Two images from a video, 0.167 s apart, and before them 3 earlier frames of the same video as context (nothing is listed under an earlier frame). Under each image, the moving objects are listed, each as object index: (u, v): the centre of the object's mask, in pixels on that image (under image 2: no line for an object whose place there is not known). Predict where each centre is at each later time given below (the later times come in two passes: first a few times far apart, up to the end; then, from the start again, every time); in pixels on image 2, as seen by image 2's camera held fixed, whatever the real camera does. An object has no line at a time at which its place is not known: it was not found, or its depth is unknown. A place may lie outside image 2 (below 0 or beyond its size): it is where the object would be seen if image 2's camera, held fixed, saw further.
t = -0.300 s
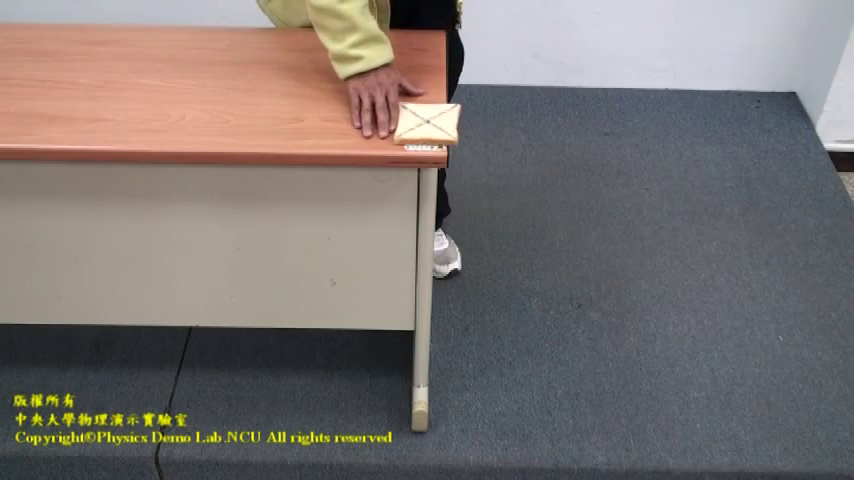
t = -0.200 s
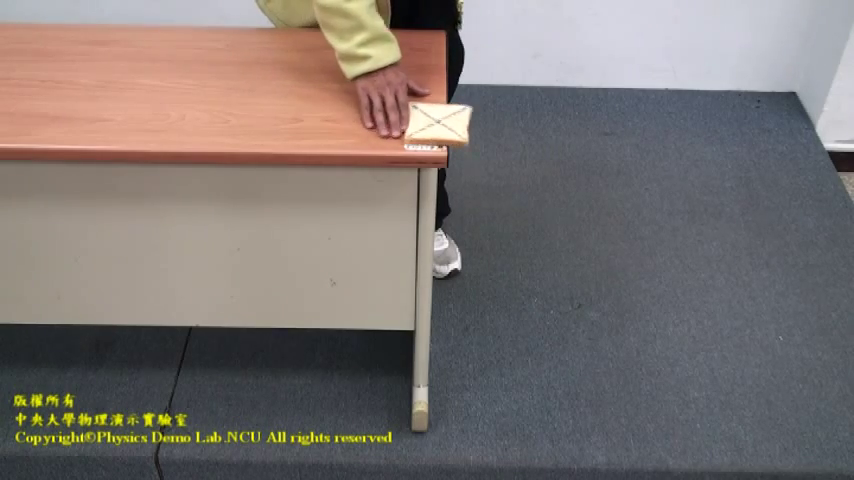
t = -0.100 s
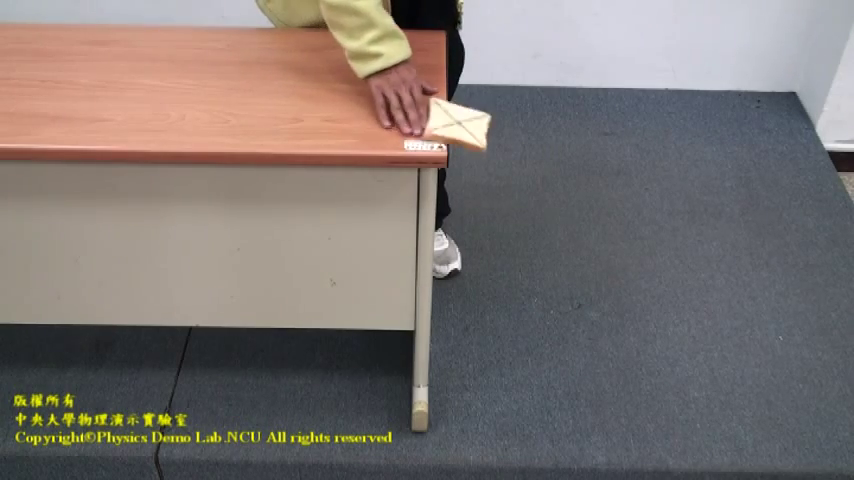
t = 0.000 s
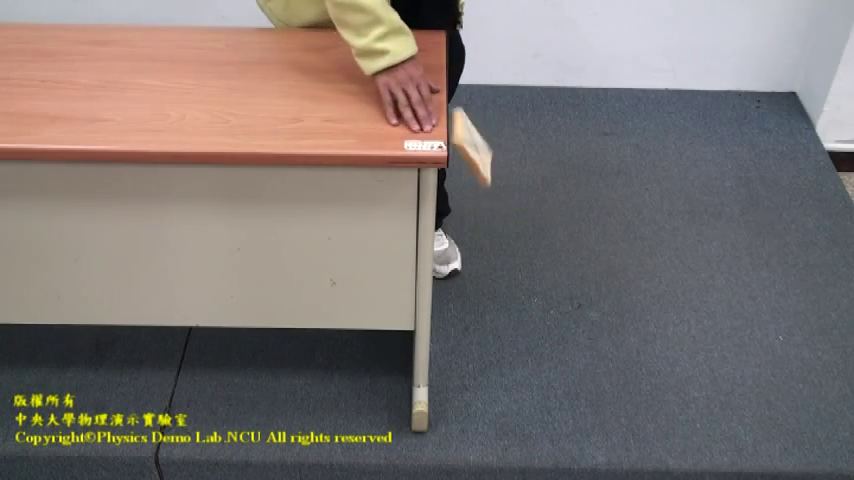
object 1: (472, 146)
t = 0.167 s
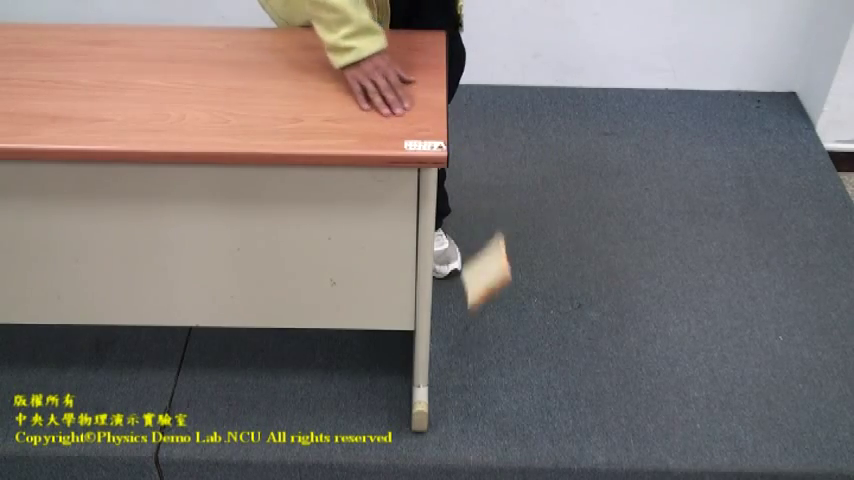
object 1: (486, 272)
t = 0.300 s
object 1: (476, 396)
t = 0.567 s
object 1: (458, 399)
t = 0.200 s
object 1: (485, 305)
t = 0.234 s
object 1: (484, 338)
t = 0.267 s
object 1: (481, 372)
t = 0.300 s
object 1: (476, 396)
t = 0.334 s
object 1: (469, 395)
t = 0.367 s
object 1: (463, 396)
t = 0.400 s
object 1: (459, 398)
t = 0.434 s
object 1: (458, 399)
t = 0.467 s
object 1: (459, 400)
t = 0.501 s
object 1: (459, 400)
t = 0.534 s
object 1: (458, 400)
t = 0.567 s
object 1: (458, 399)
